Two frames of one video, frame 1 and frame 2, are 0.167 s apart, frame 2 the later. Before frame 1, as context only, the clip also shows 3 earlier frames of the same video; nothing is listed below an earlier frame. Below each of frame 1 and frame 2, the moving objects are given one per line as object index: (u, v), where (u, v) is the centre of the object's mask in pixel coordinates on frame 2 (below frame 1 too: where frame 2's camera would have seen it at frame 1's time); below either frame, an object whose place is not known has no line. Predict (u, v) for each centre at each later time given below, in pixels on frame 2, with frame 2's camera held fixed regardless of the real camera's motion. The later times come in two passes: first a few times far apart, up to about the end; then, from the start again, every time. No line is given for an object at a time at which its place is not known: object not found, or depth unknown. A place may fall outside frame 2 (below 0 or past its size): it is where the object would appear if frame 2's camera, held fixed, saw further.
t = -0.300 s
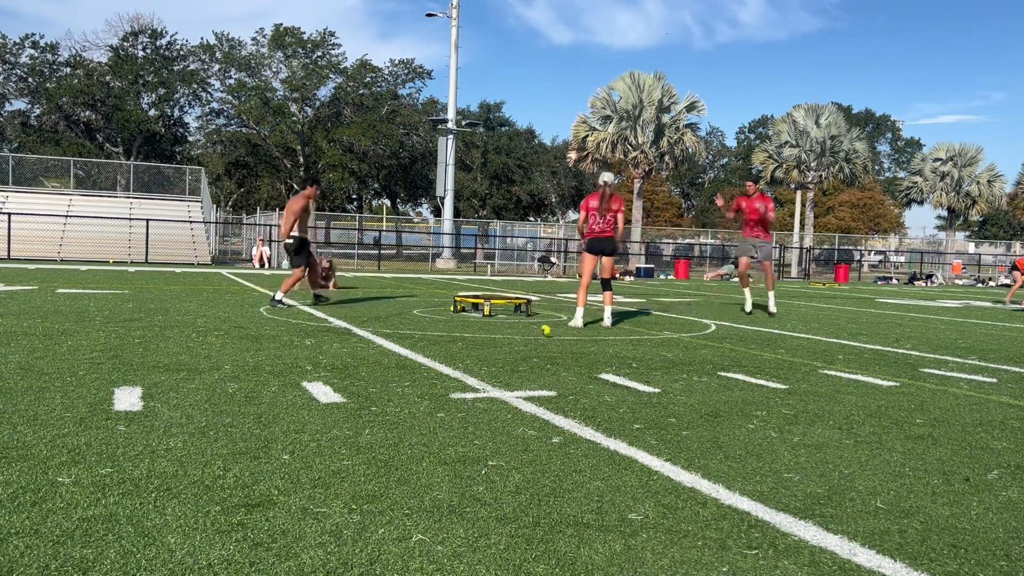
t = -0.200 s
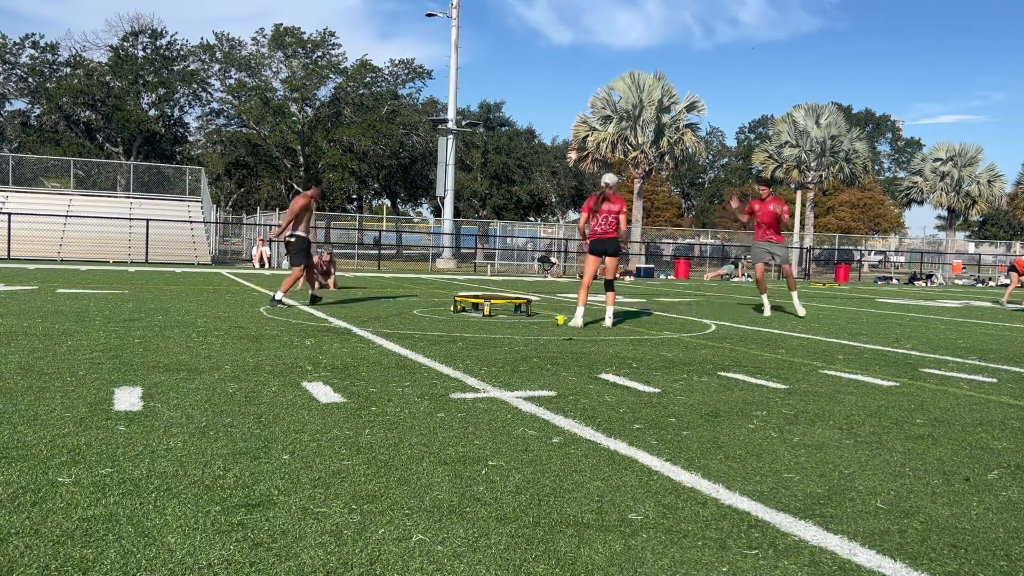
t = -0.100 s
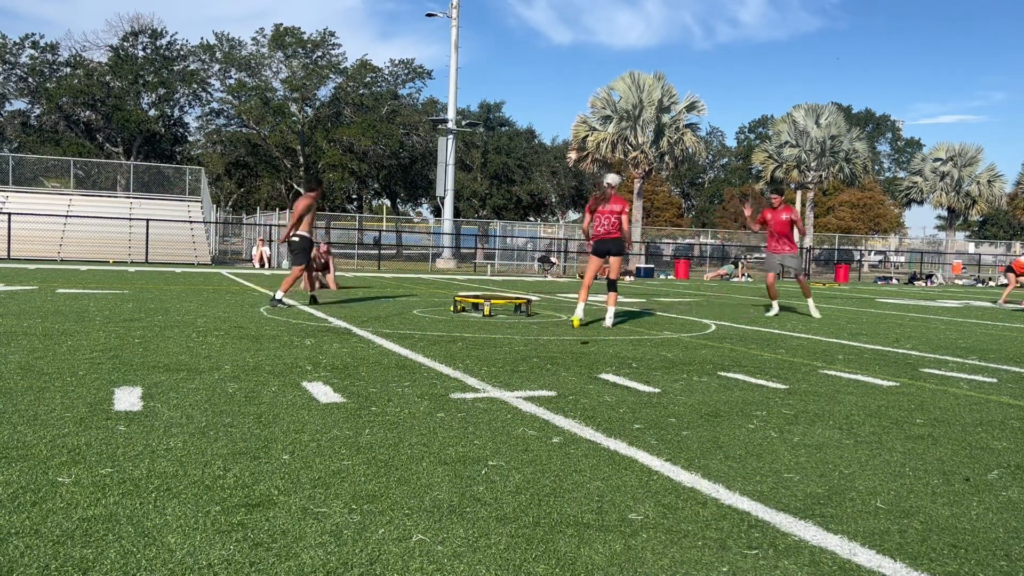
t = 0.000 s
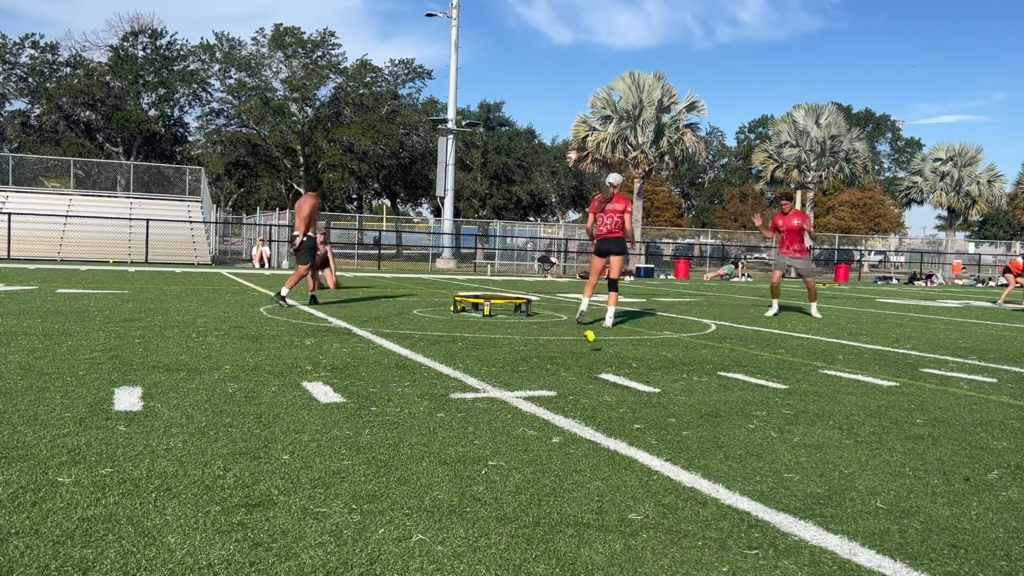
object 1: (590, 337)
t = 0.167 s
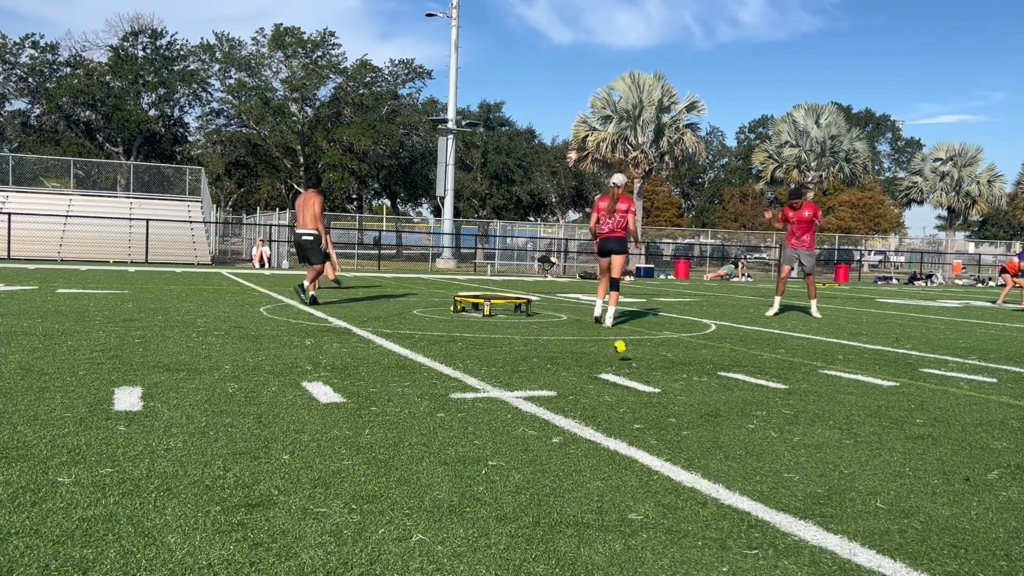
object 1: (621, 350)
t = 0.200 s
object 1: (628, 350)
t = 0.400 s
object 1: (672, 368)
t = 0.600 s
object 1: (727, 386)
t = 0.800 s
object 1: (791, 405)
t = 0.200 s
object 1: (628, 350)
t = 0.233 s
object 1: (634, 349)
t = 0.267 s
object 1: (641, 354)
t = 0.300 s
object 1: (650, 360)
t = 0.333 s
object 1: (656, 366)
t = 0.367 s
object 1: (664, 369)
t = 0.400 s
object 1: (672, 368)
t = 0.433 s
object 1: (680, 368)
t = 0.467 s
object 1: (691, 371)
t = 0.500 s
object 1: (699, 374)
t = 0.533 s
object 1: (707, 378)
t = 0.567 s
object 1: (717, 385)
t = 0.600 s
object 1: (727, 386)
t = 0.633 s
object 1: (737, 386)
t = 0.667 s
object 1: (747, 387)
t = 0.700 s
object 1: (758, 390)
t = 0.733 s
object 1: (768, 394)
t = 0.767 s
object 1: (780, 400)
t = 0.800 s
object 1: (791, 405)
